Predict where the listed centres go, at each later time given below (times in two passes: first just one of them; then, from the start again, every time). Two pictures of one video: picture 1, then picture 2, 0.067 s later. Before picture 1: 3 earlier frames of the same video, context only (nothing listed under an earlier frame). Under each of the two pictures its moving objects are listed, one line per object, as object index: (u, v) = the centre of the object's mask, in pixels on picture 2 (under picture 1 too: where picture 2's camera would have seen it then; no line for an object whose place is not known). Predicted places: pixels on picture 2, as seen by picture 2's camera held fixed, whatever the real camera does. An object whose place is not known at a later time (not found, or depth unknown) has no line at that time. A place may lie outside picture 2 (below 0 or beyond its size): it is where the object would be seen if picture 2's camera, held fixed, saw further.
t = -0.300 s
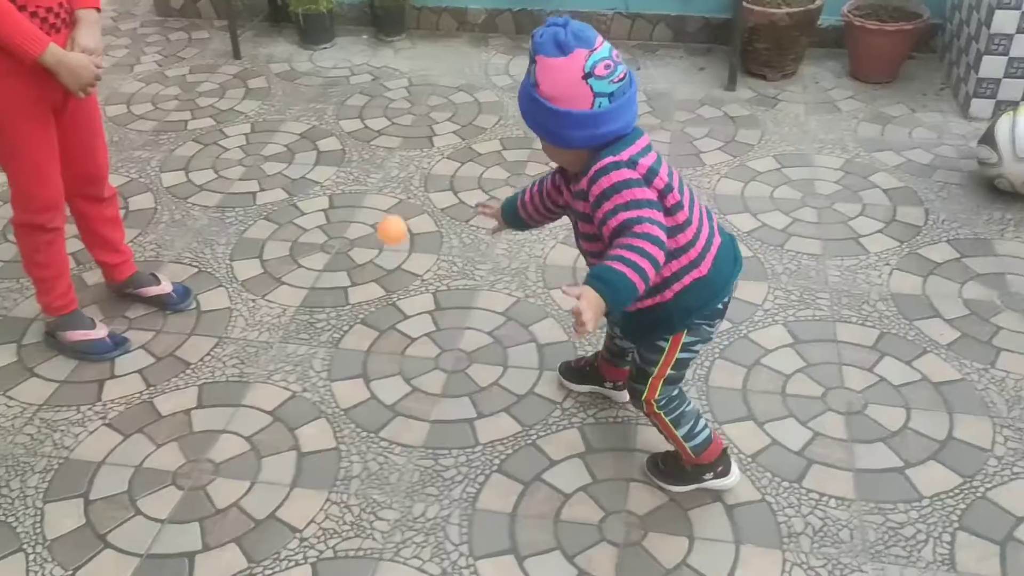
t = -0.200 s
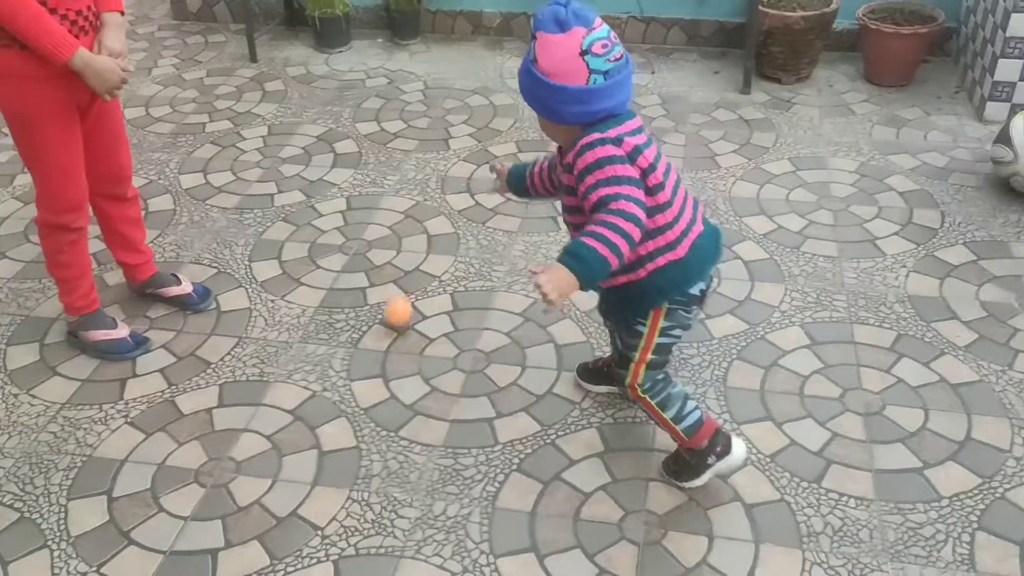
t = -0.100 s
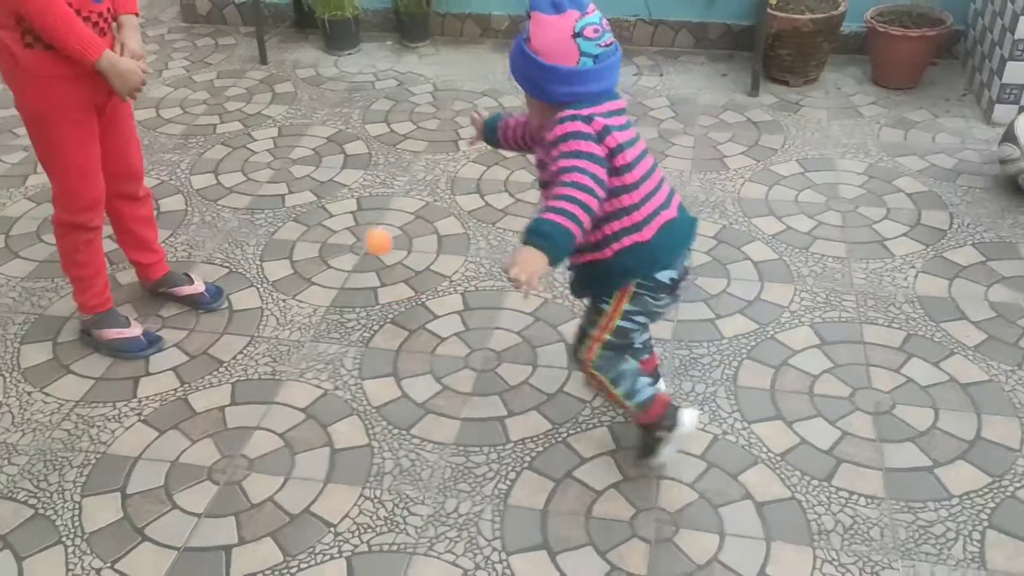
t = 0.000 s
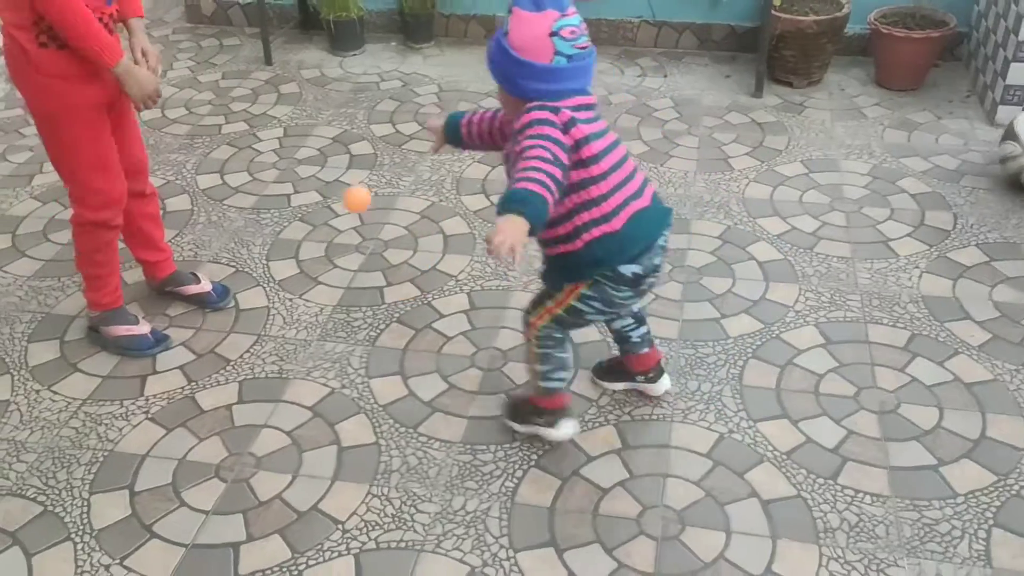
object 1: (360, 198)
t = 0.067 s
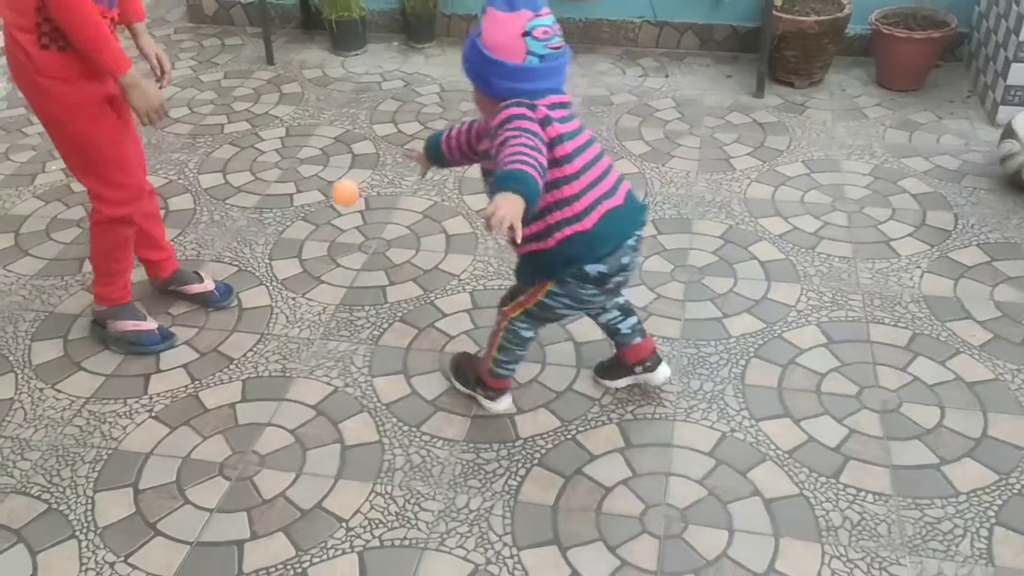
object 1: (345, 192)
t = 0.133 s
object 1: (333, 204)
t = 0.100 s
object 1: (338, 196)
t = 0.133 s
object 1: (333, 204)
